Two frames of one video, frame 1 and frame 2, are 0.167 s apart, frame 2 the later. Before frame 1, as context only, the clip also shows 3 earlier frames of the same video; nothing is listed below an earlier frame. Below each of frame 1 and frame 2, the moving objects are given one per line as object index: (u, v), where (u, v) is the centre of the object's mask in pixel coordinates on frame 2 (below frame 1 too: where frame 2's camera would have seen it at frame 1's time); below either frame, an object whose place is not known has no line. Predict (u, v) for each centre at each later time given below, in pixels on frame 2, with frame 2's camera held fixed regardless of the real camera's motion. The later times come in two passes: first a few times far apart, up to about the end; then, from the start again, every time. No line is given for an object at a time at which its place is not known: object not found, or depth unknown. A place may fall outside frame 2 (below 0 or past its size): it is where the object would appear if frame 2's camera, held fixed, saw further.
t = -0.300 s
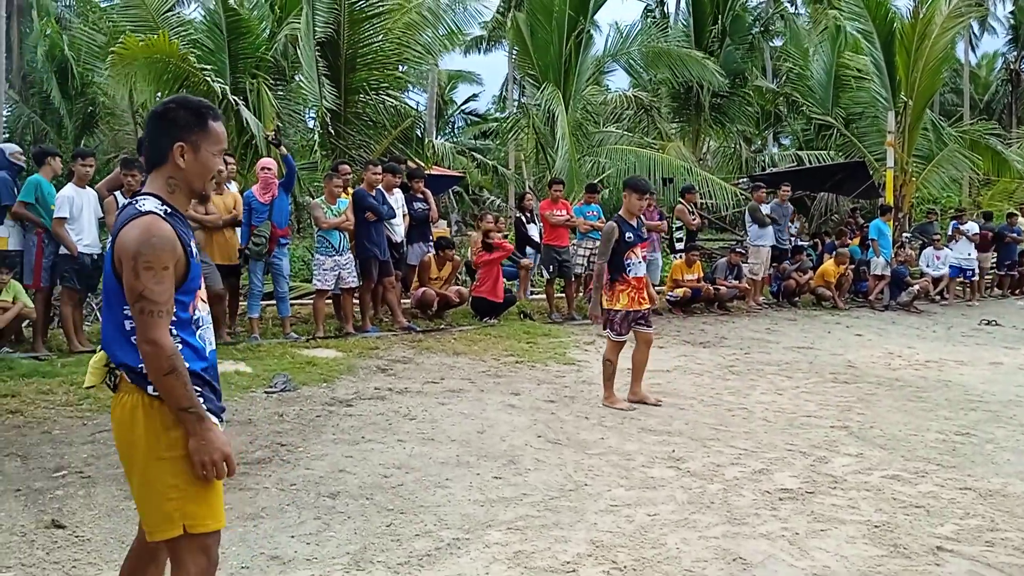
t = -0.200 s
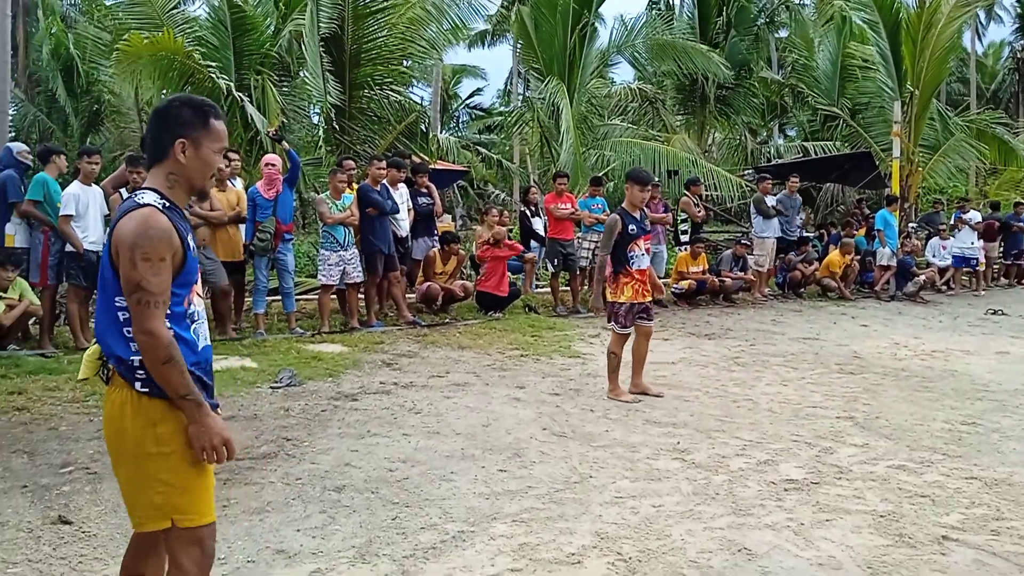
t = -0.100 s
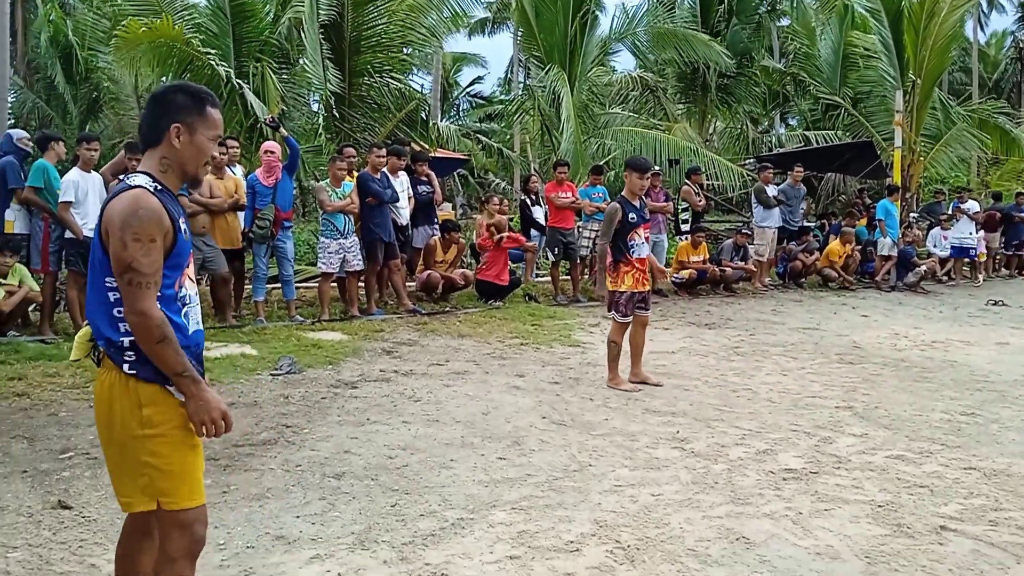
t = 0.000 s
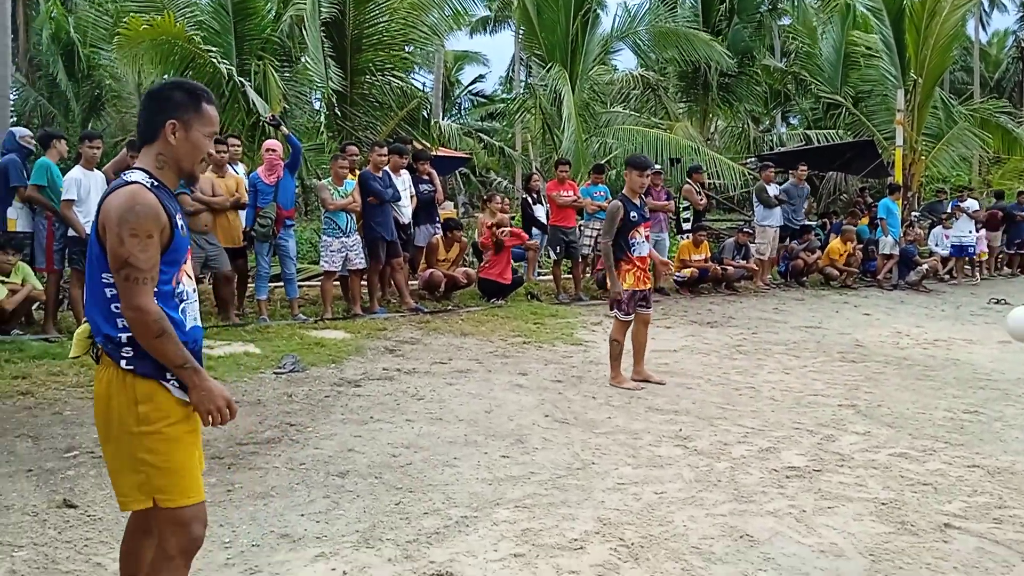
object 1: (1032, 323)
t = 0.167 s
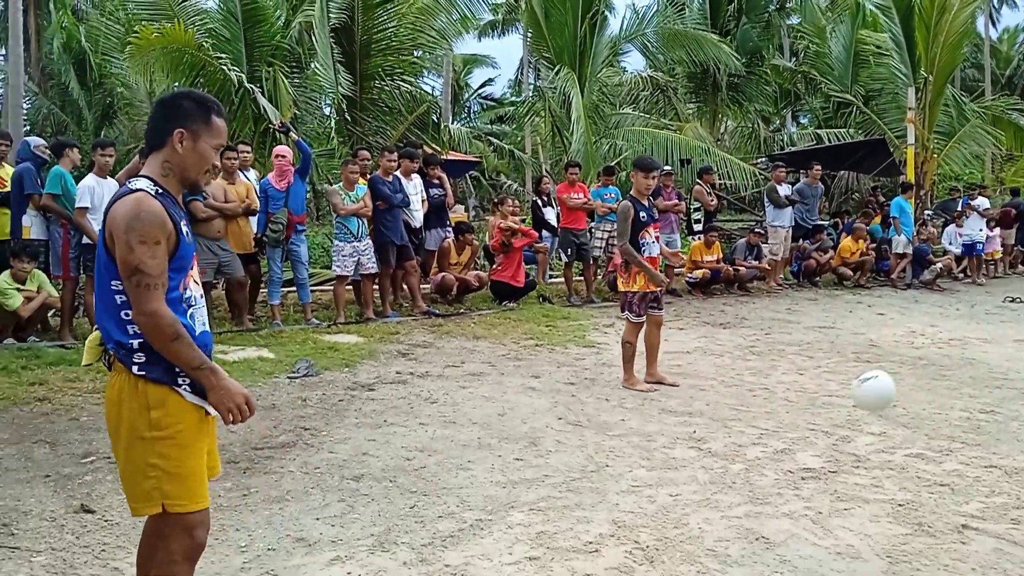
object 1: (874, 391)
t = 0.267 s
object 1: (756, 473)
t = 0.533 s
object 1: (555, 489)
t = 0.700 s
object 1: (457, 478)
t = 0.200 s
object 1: (836, 414)
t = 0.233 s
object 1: (798, 442)
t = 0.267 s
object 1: (756, 473)
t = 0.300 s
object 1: (715, 509)
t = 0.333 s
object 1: (673, 547)
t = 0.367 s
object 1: (638, 558)
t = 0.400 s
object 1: (622, 549)
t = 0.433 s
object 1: (607, 532)
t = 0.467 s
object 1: (590, 515)
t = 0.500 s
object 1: (573, 500)
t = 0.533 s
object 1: (555, 489)
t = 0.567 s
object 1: (536, 480)
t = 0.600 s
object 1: (517, 475)
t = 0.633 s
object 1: (498, 473)
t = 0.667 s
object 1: (477, 473)
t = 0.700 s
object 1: (457, 478)
